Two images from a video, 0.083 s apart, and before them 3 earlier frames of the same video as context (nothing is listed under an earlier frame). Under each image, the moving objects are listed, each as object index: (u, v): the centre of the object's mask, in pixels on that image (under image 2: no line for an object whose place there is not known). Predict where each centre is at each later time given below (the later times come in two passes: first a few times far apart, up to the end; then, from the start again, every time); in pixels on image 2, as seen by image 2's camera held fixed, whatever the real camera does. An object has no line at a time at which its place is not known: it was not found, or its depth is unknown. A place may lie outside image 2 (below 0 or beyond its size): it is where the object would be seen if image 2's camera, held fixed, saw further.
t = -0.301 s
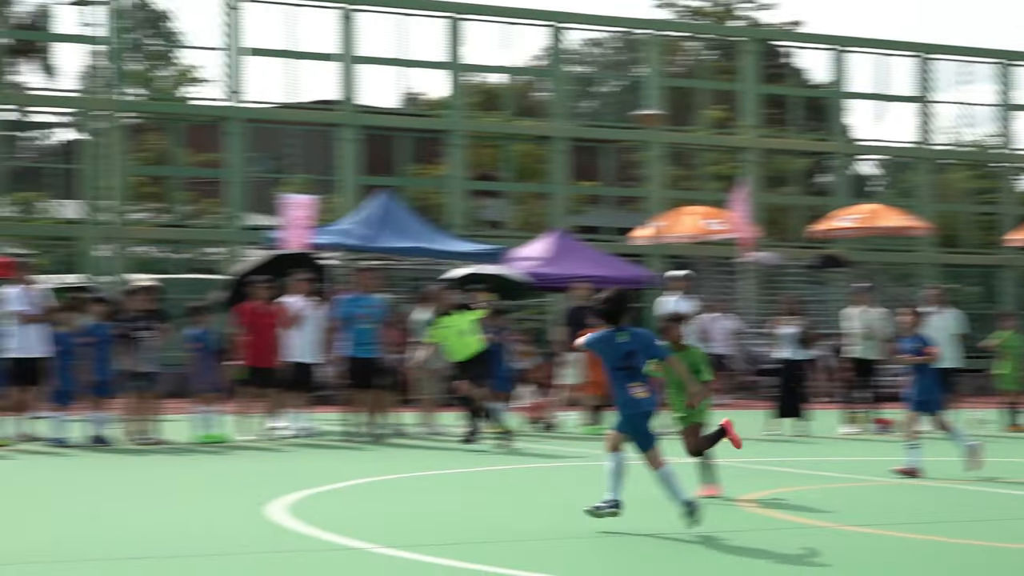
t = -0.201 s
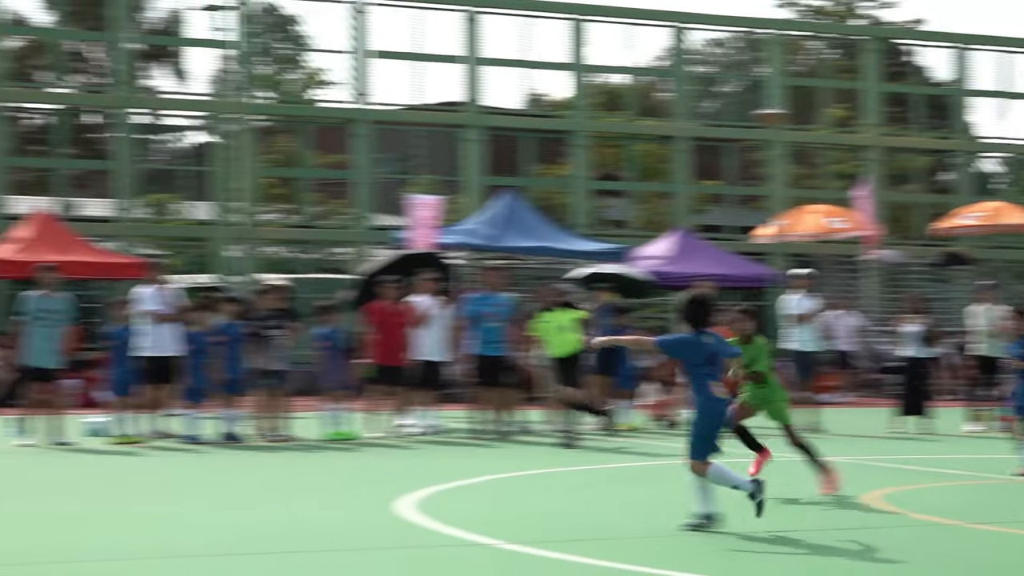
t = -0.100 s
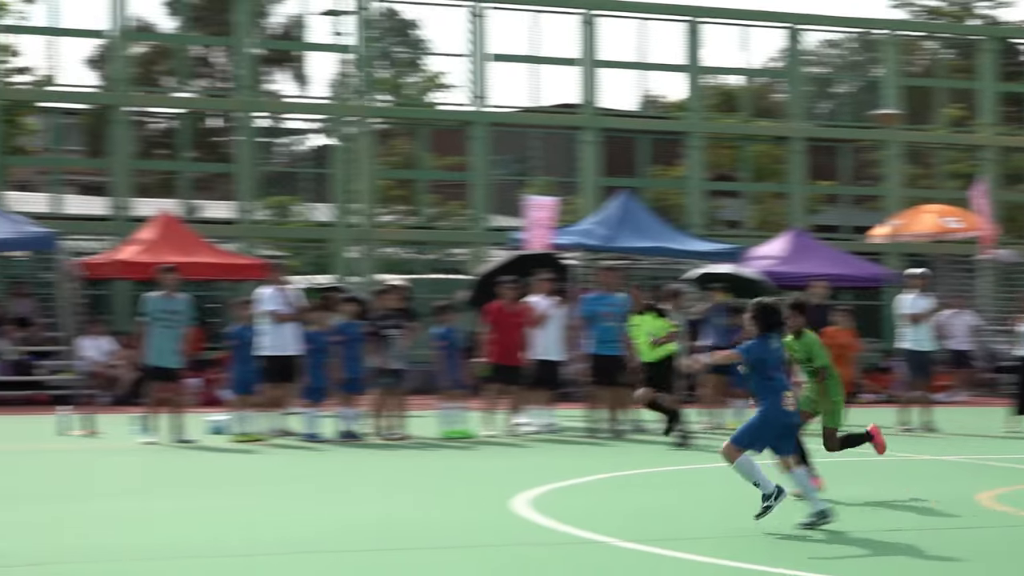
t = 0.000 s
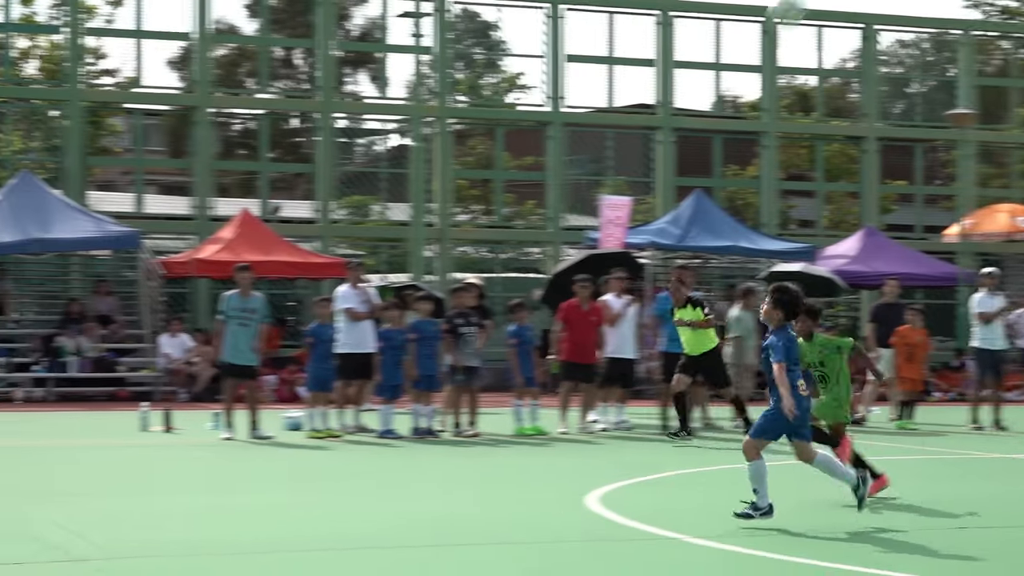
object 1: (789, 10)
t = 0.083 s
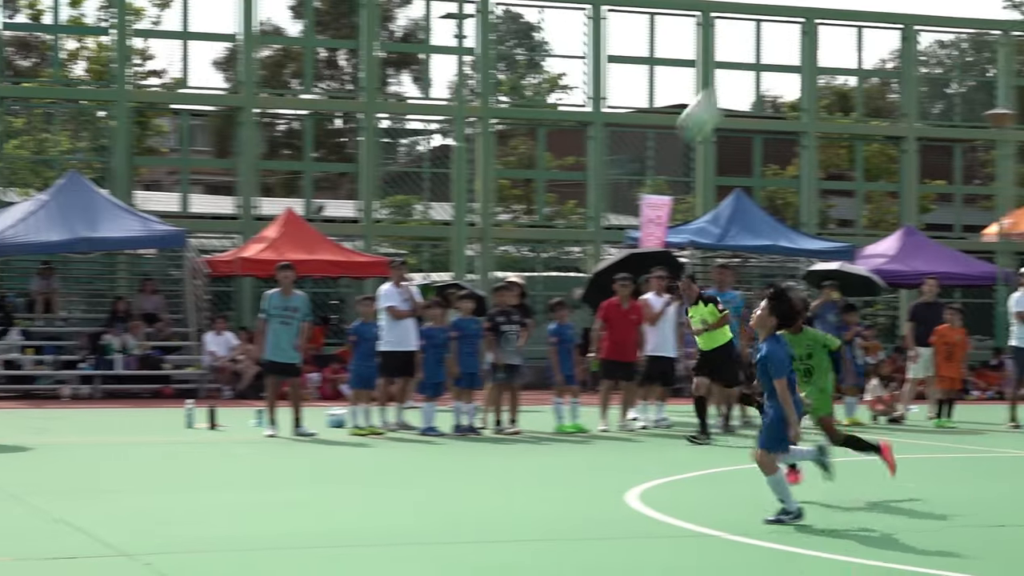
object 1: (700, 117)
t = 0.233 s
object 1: (459, 357)
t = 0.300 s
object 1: (339, 489)
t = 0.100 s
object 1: (674, 142)
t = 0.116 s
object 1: (650, 162)
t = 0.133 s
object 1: (622, 188)
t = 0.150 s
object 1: (596, 214)
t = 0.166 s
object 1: (569, 242)
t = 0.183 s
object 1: (542, 270)
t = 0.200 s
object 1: (513, 299)
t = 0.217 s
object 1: (486, 327)
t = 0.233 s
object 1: (459, 357)
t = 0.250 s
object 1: (431, 382)
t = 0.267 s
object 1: (400, 417)
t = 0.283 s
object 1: (370, 453)
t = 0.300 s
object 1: (339, 489)
